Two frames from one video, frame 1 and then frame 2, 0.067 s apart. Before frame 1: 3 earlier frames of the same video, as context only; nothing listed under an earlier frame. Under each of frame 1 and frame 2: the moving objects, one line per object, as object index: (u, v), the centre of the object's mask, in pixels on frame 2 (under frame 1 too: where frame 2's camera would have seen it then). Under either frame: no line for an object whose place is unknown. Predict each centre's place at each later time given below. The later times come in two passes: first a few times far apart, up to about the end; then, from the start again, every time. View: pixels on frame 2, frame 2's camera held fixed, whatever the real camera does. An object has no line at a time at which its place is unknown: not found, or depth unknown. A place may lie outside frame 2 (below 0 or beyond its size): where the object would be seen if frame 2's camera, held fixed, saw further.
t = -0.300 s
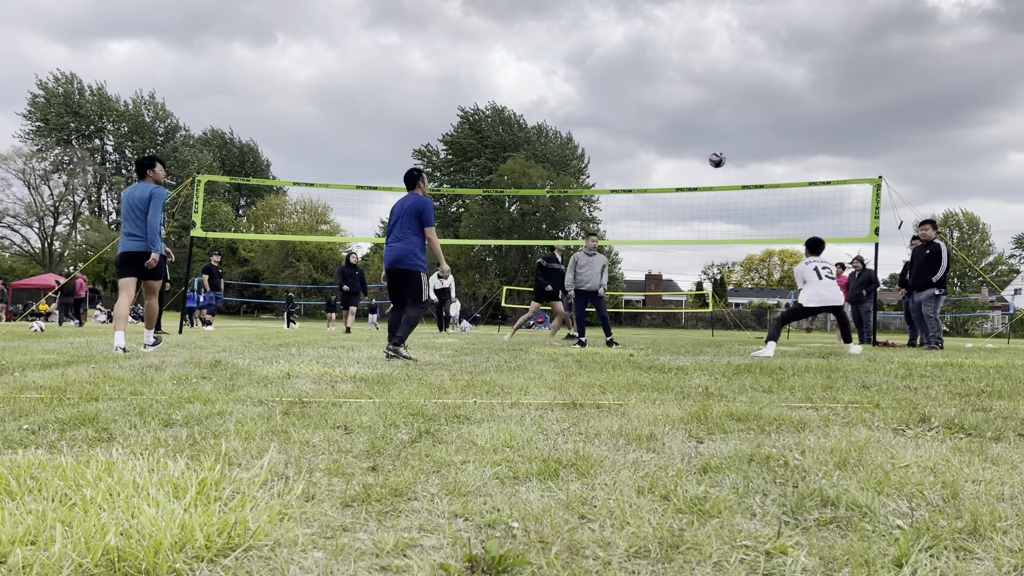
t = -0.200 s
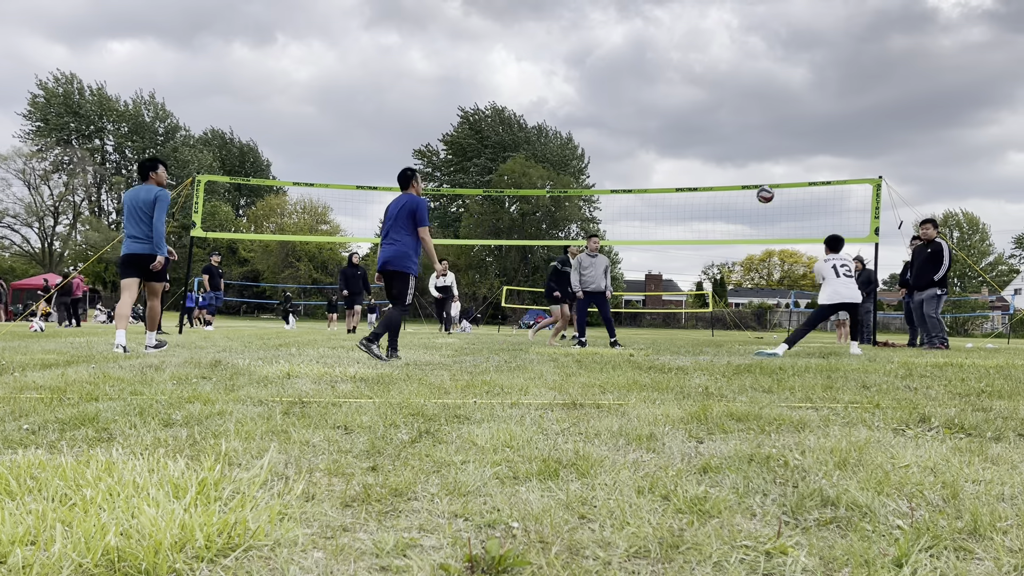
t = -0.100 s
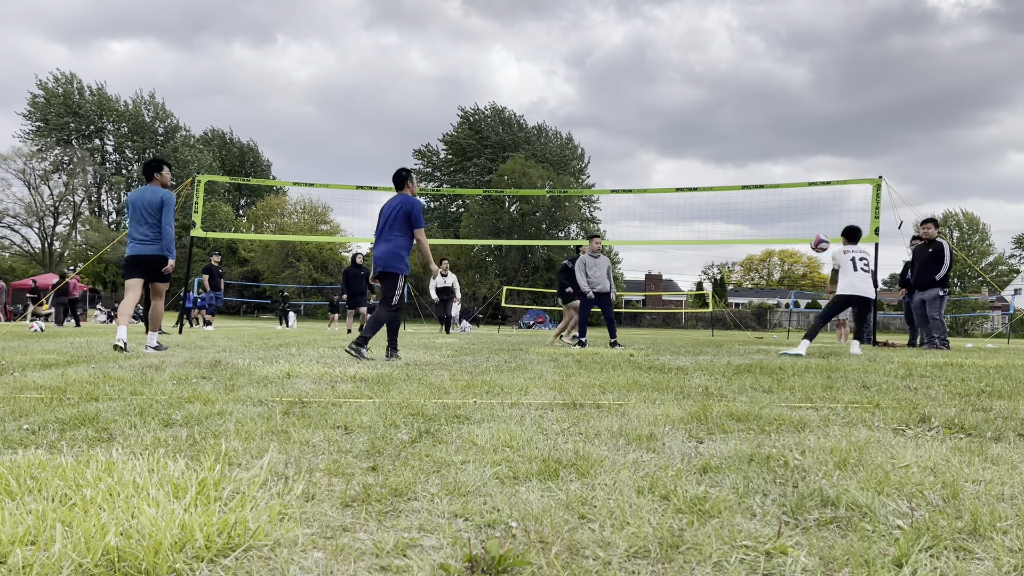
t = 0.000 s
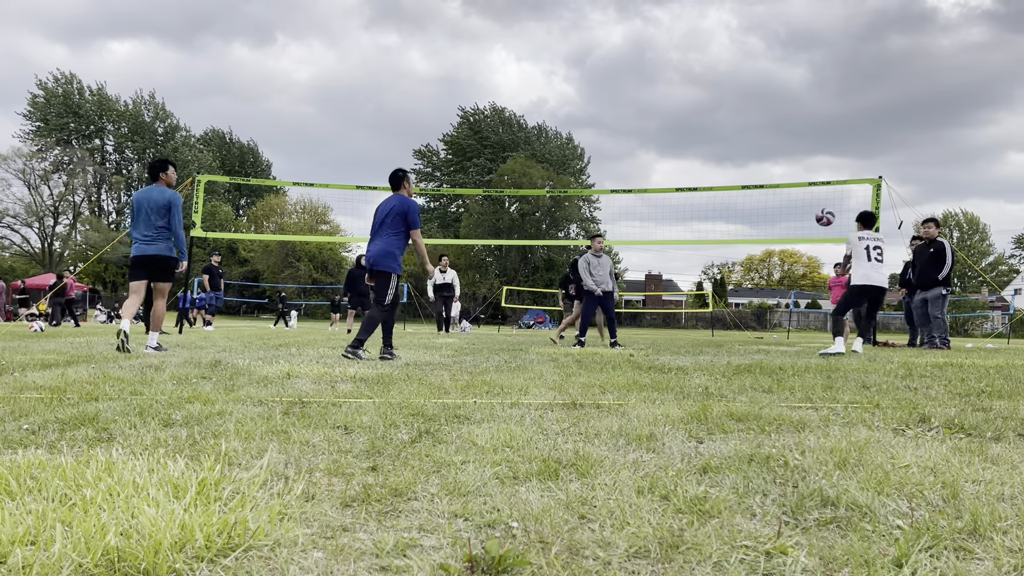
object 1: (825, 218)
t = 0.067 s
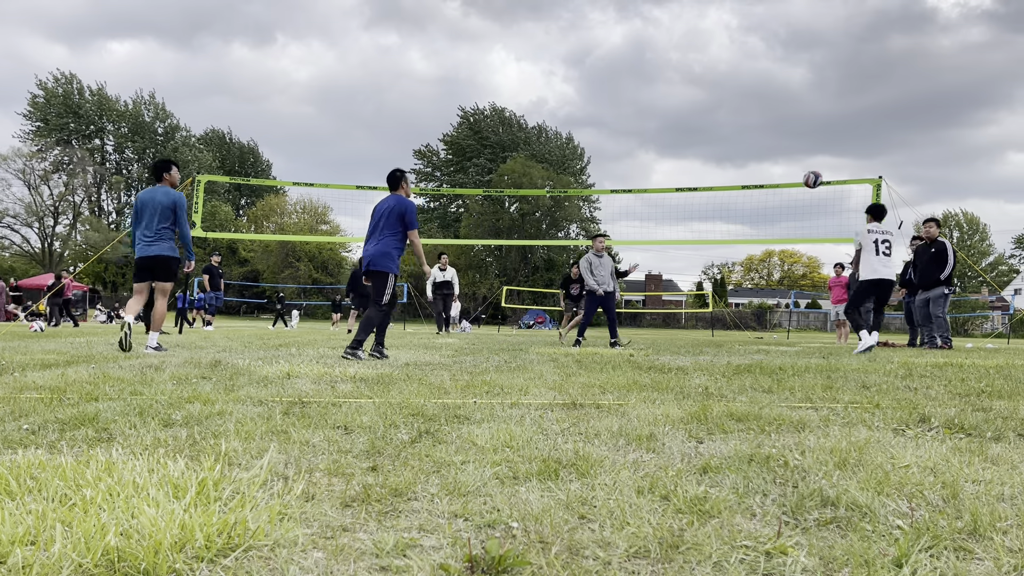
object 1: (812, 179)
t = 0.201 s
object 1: (789, 120)
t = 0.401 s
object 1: (754, 65)
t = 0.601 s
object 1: (721, 46)
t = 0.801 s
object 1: (691, 57)
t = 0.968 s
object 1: (666, 87)
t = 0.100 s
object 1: (807, 163)
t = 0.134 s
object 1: (801, 147)
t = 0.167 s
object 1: (795, 133)
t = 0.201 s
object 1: (789, 120)
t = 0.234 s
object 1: (783, 108)
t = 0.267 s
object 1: (777, 97)
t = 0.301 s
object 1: (771, 88)
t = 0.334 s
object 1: (765, 79)
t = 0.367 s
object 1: (759, 72)
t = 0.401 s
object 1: (754, 65)
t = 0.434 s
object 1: (748, 60)
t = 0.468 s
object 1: (743, 55)
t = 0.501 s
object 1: (737, 52)
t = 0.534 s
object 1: (732, 49)
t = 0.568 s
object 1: (727, 47)
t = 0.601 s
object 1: (721, 46)
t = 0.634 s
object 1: (716, 46)
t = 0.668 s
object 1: (711, 46)
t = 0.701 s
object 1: (706, 48)
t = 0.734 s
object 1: (701, 50)
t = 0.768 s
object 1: (695, 53)
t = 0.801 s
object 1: (691, 57)
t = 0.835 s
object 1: (686, 61)
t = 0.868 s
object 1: (681, 67)
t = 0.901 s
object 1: (676, 73)
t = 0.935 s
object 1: (671, 79)
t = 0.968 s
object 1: (666, 87)
